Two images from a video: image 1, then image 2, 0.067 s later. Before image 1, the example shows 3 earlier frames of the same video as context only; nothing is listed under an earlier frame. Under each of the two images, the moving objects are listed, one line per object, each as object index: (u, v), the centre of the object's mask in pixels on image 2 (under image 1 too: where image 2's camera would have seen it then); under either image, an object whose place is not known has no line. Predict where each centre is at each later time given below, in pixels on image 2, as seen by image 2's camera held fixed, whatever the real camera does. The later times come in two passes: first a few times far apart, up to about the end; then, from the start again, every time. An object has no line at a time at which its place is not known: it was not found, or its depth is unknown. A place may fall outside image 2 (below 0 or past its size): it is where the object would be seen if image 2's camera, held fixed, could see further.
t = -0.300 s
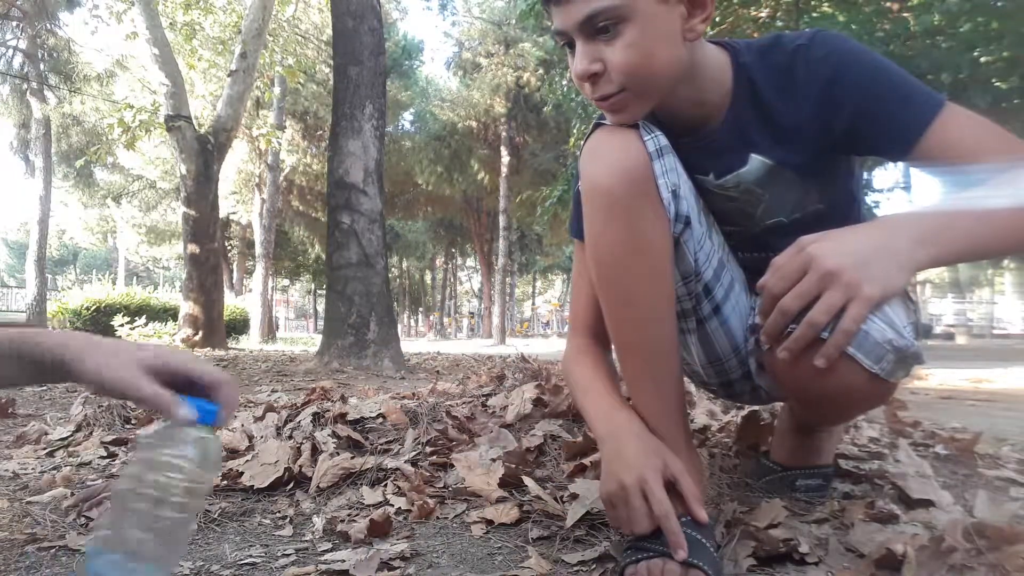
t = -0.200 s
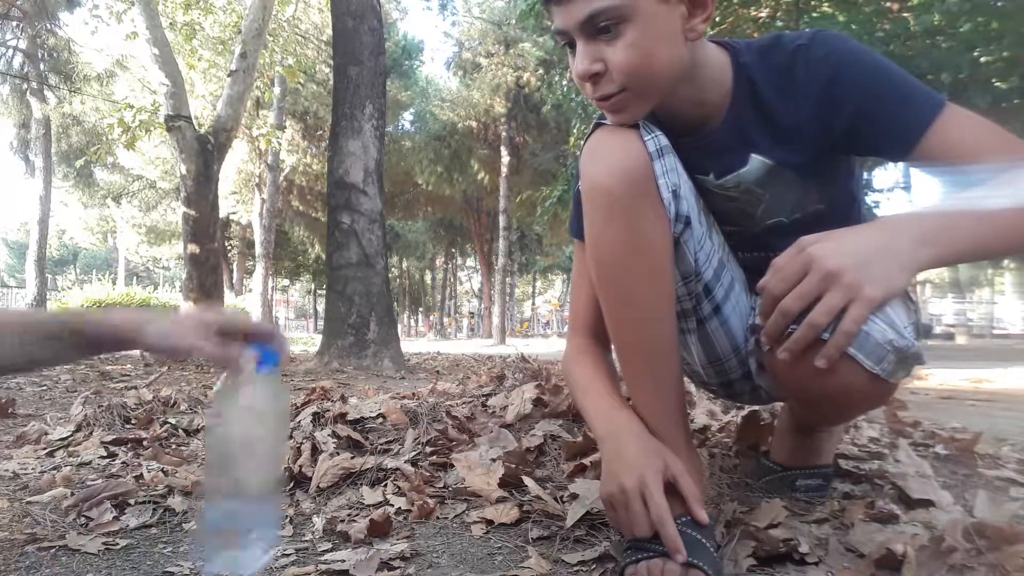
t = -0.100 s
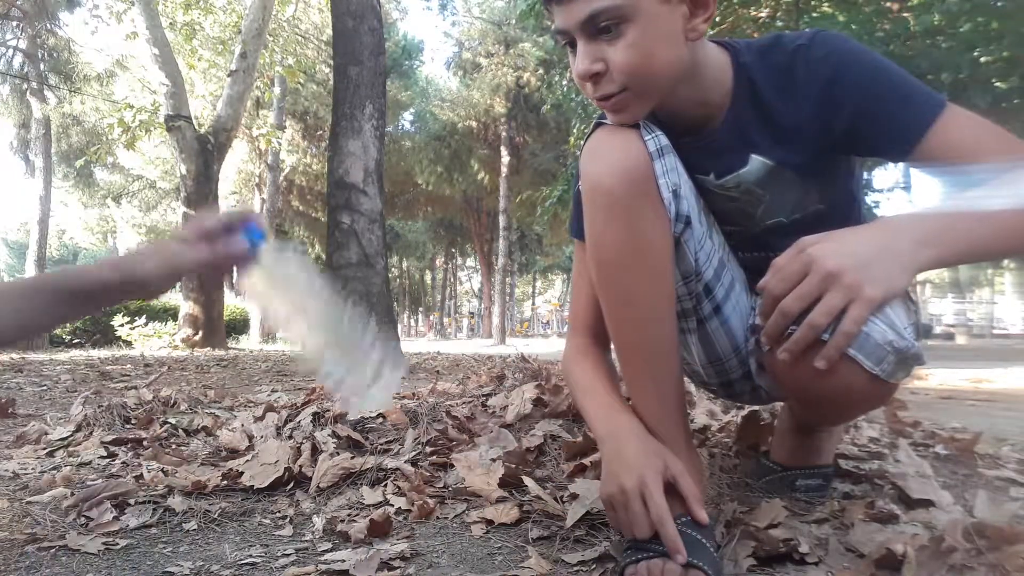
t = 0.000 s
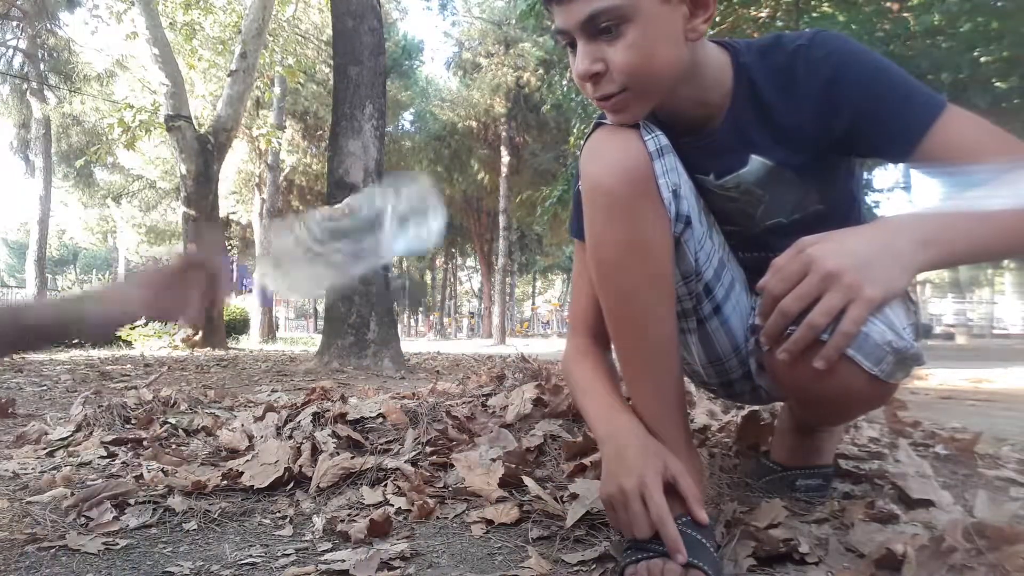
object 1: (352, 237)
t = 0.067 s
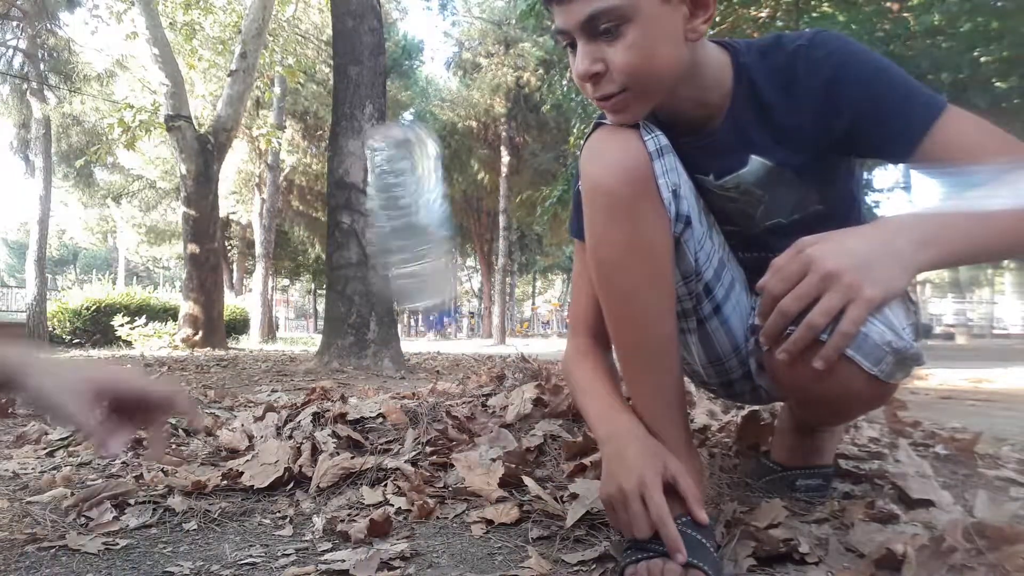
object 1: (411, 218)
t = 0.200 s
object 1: (447, 218)
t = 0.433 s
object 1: (438, 496)
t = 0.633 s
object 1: (441, 495)
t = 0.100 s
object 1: (431, 199)
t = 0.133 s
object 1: (447, 195)
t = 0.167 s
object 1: (447, 199)
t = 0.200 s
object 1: (447, 218)
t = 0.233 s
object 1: (447, 256)
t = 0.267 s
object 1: (449, 315)
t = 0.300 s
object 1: (451, 398)
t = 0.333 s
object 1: (456, 474)
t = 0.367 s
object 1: (455, 495)
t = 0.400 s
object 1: (444, 495)
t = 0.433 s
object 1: (438, 496)
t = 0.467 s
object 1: (437, 496)
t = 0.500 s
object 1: (437, 496)
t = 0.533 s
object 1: (437, 496)
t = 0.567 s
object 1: (437, 496)
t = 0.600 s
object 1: (438, 496)
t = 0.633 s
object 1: (441, 495)
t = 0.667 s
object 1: (444, 496)
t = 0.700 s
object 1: (444, 496)
